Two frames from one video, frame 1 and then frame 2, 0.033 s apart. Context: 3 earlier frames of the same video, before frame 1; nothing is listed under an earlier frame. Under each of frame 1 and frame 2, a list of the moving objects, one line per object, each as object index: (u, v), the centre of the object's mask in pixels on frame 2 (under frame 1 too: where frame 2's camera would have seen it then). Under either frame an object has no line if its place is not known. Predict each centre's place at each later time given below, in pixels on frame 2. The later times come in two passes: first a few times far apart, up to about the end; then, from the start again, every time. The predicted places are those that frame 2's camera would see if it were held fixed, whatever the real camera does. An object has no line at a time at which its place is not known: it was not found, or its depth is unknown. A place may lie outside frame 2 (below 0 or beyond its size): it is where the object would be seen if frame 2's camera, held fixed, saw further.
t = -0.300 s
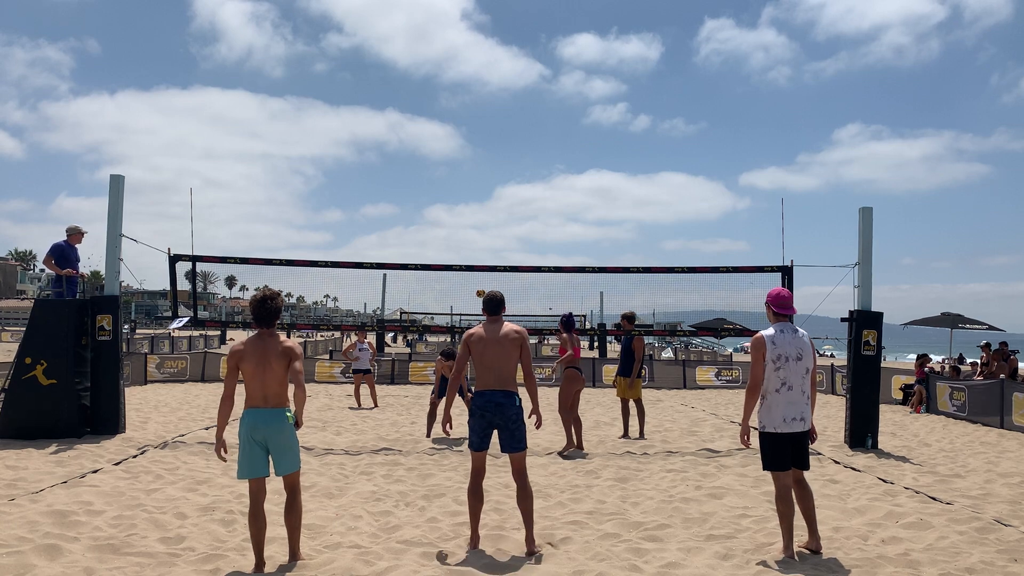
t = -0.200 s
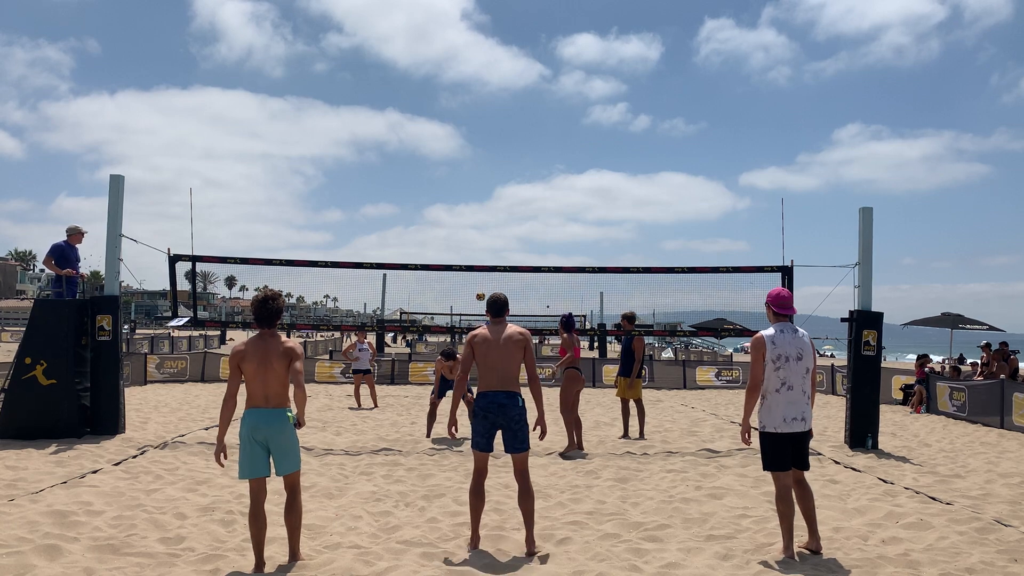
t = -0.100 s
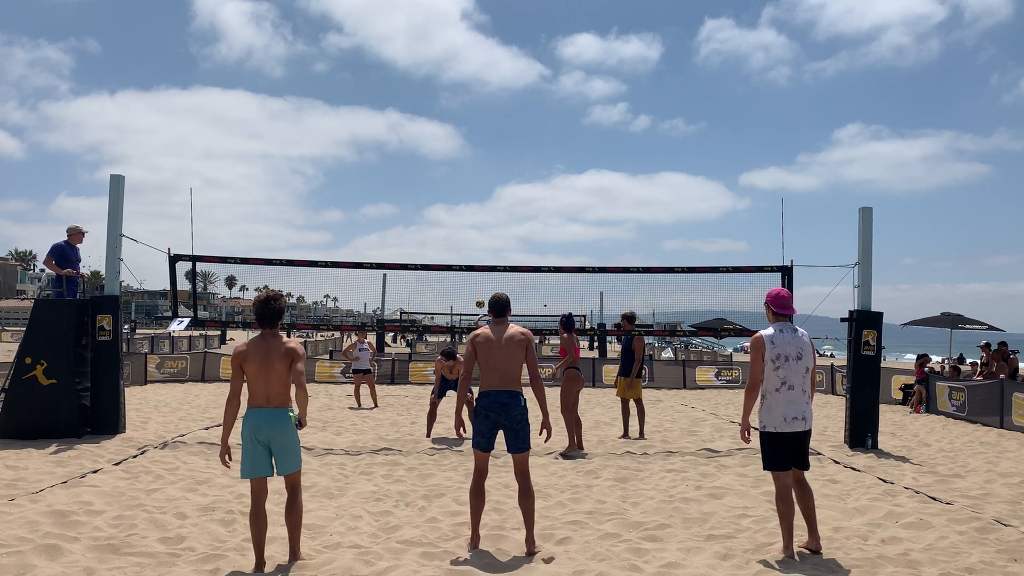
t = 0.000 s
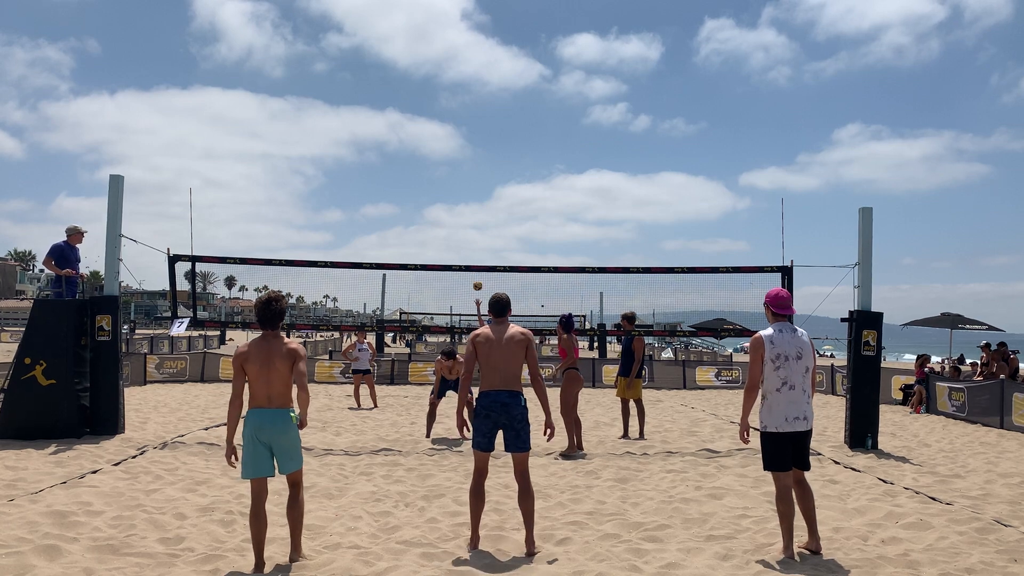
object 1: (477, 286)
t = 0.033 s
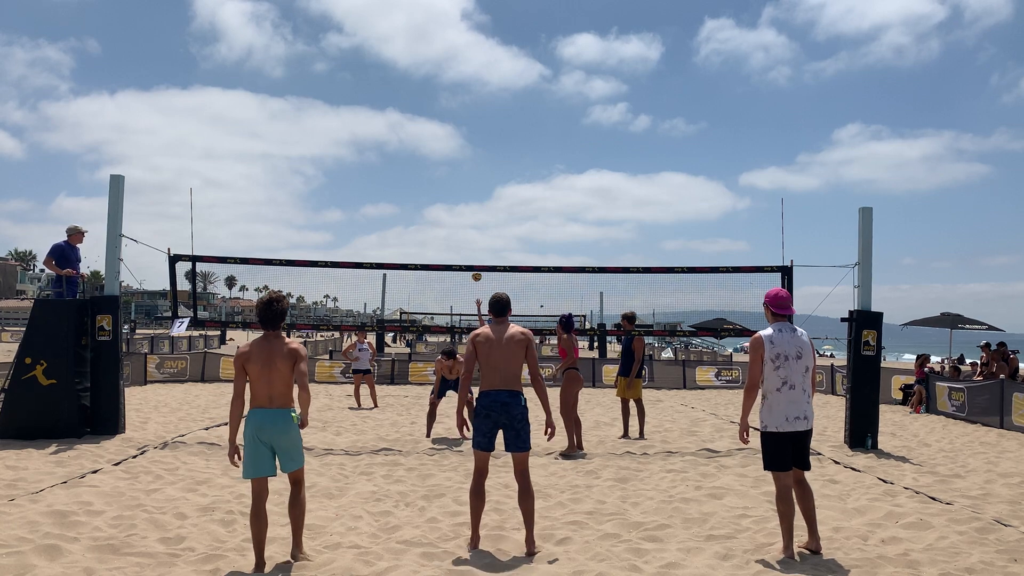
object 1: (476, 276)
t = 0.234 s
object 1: (469, 227)
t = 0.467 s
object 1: (457, 186)
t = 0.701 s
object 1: (442, 170)
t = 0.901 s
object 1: (426, 181)
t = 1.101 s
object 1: (406, 225)
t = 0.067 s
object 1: (475, 264)
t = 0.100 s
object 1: (474, 258)
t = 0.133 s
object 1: (473, 250)
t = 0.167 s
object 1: (471, 242)
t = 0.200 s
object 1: (470, 234)
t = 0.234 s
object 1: (469, 227)
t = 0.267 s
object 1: (467, 220)
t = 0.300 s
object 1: (465, 213)
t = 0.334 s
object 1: (464, 207)
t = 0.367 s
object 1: (462, 201)
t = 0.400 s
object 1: (460, 196)
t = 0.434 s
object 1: (459, 191)
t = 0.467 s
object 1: (457, 186)
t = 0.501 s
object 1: (455, 182)
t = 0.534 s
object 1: (453, 179)
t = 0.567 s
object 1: (451, 176)
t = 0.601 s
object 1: (449, 173)
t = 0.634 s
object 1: (447, 172)
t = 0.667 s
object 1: (444, 170)
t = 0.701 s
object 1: (442, 170)
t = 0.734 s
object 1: (440, 170)
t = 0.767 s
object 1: (437, 171)
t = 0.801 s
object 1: (434, 172)
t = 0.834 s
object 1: (432, 174)
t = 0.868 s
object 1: (429, 178)
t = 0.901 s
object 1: (426, 181)
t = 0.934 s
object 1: (423, 186)
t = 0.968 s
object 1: (420, 192)
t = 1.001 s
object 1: (417, 199)
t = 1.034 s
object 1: (413, 206)
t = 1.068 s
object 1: (409, 215)
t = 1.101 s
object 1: (406, 225)
